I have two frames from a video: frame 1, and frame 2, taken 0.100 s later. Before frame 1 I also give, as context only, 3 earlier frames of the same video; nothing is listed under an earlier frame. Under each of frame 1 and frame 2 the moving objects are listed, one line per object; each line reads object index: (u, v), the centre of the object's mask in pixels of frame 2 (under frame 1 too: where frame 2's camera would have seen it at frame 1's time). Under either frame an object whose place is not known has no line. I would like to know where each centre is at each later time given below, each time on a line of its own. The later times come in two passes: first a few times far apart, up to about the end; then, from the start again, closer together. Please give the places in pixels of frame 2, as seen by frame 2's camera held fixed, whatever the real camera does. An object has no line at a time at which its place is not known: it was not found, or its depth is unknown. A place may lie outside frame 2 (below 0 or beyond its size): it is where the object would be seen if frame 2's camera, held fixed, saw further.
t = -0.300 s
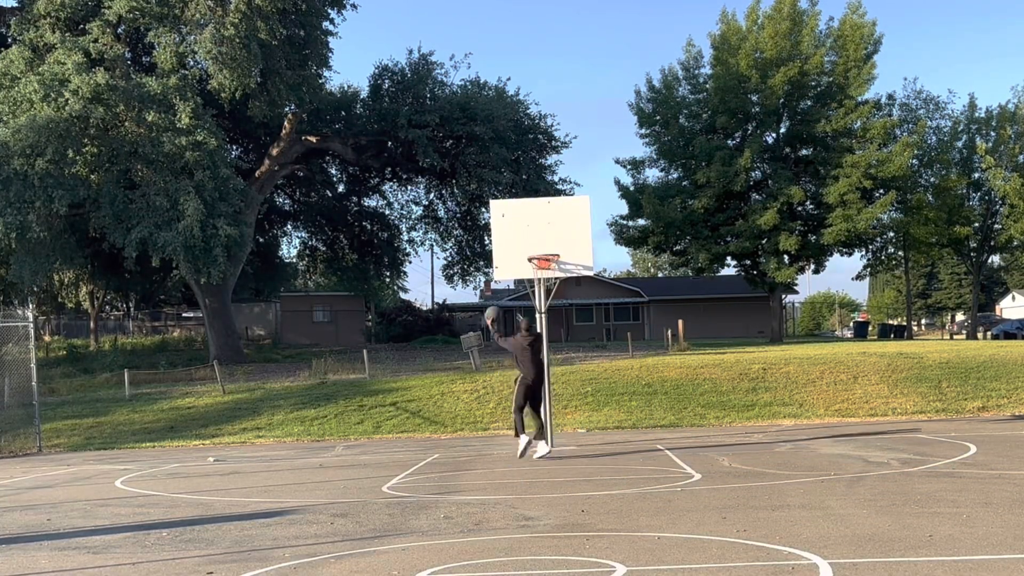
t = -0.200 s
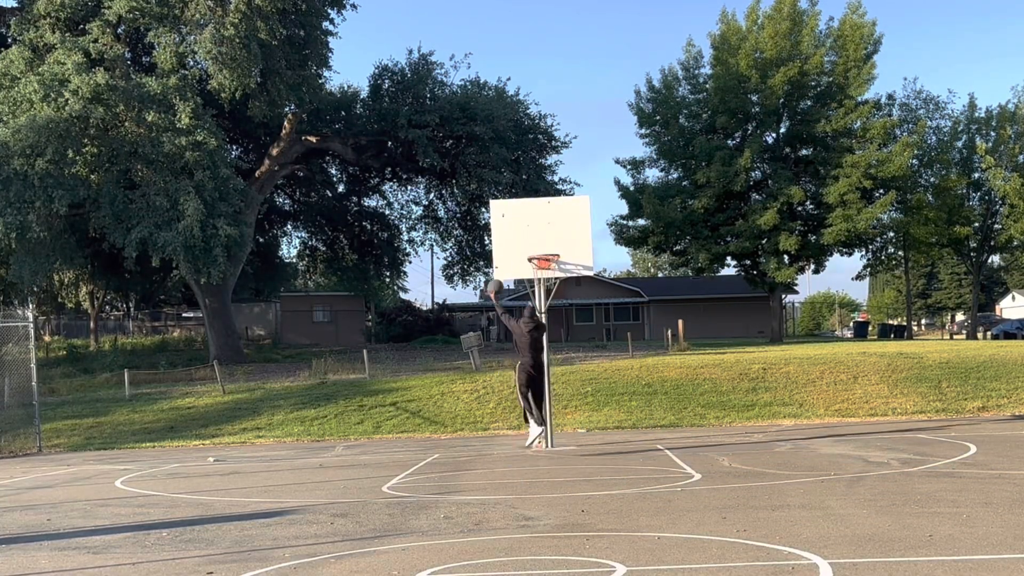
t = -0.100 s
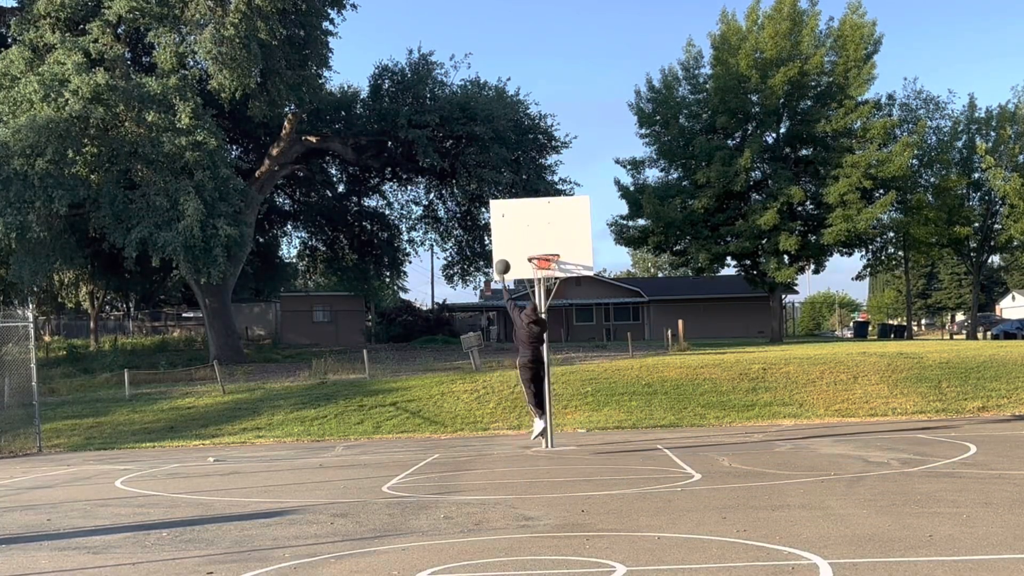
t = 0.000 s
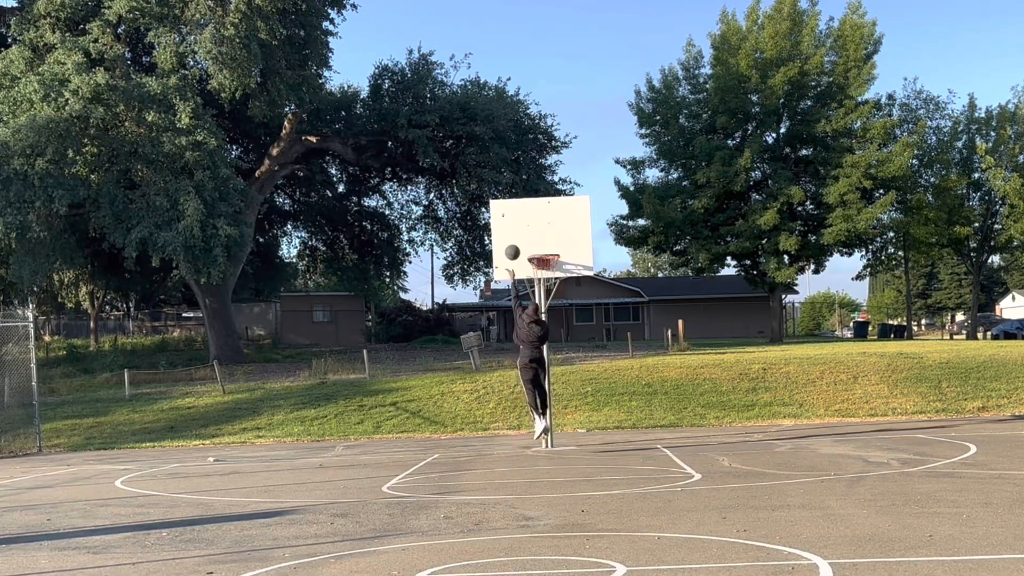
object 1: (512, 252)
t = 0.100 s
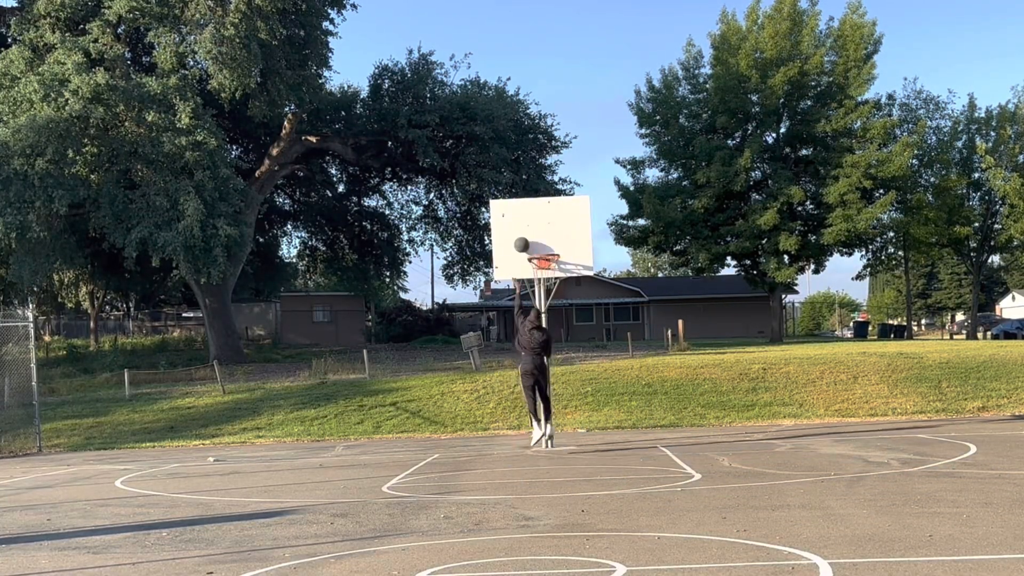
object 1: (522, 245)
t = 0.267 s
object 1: (533, 245)
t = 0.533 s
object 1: (548, 282)
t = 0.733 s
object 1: (549, 308)
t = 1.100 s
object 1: (557, 424)
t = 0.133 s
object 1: (524, 243)
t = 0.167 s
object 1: (526, 243)
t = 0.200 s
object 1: (528, 243)
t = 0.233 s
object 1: (530, 244)
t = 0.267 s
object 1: (533, 245)
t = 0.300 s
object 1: (535, 247)
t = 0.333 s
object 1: (537, 249)
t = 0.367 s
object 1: (540, 251)
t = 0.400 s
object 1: (542, 259)
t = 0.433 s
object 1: (544, 263)
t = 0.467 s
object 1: (545, 268)
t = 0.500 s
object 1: (547, 272)
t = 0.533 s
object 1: (548, 282)
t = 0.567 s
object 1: (547, 282)
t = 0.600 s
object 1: (547, 285)
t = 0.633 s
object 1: (547, 289)
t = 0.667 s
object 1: (548, 295)
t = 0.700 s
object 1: (548, 301)
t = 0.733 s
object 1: (549, 308)
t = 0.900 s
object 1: (552, 350)
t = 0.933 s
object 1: (553, 361)
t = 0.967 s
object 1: (554, 372)
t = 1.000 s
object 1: (554, 384)
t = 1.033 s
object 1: (555, 396)
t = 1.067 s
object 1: (556, 410)
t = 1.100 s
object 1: (557, 424)
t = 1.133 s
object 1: (558, 438)
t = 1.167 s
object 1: (558, 446)
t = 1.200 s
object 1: (557, 436)
